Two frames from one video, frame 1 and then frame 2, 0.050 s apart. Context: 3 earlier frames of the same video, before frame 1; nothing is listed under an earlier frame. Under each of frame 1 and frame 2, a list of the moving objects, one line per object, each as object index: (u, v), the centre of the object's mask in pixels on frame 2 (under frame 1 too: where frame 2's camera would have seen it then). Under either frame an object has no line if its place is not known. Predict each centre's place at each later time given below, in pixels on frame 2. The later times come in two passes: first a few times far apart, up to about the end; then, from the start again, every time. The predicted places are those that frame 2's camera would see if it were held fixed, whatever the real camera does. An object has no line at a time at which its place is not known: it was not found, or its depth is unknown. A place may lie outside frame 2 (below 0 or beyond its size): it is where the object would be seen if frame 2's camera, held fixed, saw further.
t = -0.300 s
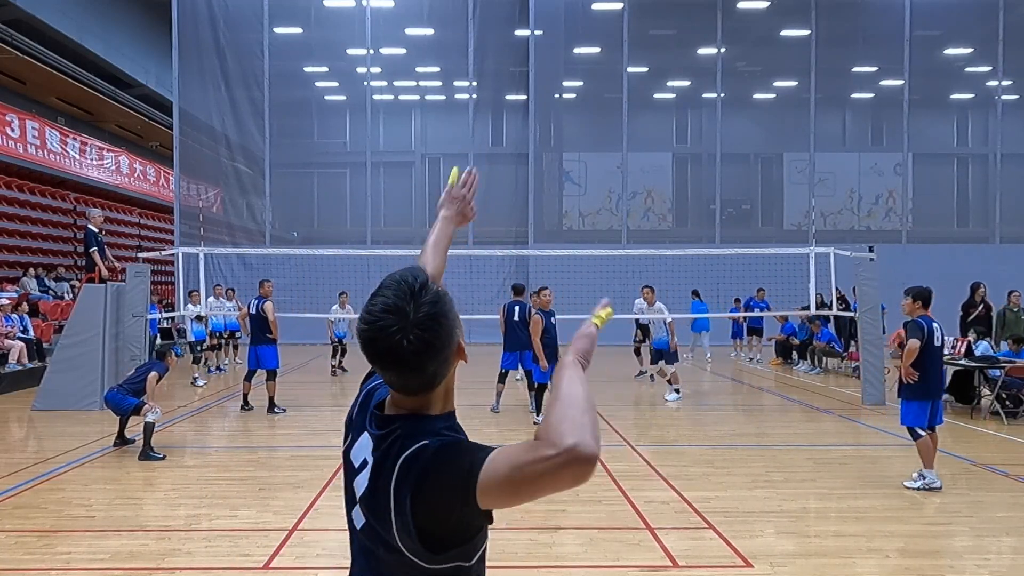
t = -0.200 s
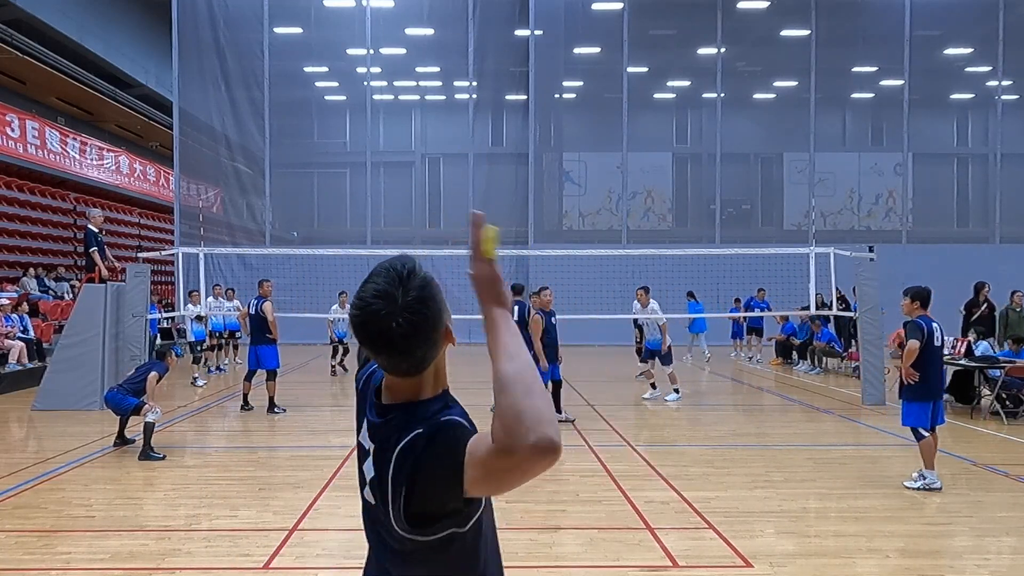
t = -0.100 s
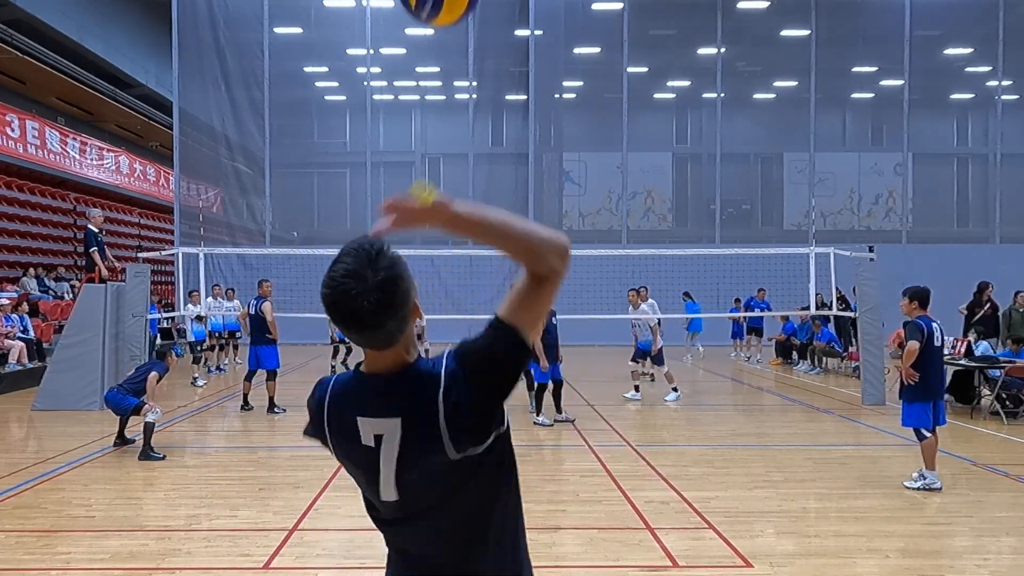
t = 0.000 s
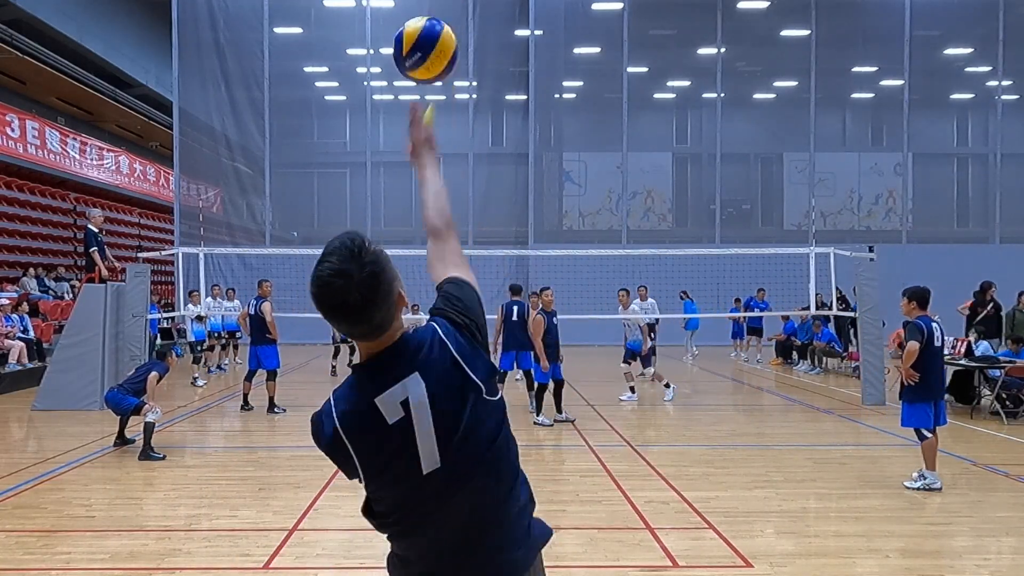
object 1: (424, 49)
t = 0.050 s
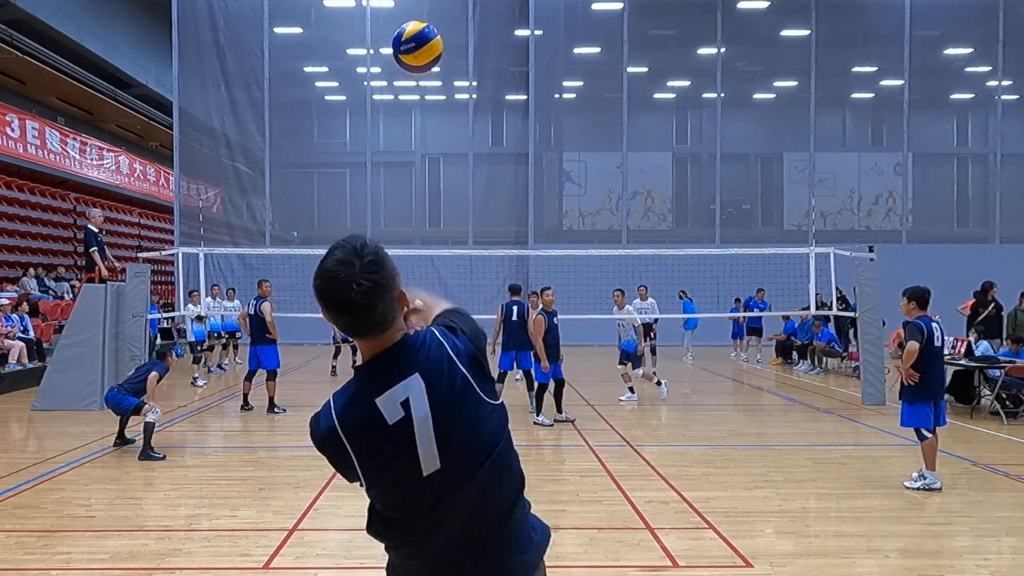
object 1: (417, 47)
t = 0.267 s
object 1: (398, 75)
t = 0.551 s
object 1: (396, 141)
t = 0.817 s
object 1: (395, 210)
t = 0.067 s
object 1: (415, 47)
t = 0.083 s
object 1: (413, 48)
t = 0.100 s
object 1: (412, 50)
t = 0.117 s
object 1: (410, 52)
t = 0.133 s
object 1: (408, 54)
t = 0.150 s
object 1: (406, 56)
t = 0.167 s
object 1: (405, 58)
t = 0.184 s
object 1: (404, 61)
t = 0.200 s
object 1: (402, 64)
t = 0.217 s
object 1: (401, 67)
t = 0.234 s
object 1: (400, 69)
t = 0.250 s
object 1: (399, 72)
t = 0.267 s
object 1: (398, 75)
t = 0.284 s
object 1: (398, 79)
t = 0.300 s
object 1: (397, 82)
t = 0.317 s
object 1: (397, 86)
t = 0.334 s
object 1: (397, 90)
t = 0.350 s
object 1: (397, 93)
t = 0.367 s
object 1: (396, 97)
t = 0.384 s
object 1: (396, 101)
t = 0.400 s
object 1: (396, 105)
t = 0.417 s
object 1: (396, 109)
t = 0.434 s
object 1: (396, 113)
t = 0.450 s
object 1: (396, 117)
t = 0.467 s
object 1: (396, 121)
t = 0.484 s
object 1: (396, 125)
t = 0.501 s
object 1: (396, 129)
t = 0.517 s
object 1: (396, 133)
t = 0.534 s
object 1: (396, 137)
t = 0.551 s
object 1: (396, 141)
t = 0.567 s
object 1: (396, 145)
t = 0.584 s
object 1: (397, 149)
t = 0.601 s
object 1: (397, 154)
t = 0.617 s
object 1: (397, 158)
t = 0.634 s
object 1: (396, 162)
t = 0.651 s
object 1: (397, 166)
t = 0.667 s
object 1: (396, 170)
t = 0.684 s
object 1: (396, 175)
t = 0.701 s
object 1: (396, 179)
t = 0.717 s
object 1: (396, 183)
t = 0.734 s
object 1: (396, 188)
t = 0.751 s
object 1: (396, 192)
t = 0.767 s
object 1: (395, 196)
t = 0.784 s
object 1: (395, 201)
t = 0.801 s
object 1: (395, 205)
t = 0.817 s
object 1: (395, 210)
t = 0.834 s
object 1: (394, 215)
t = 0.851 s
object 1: (394, 219)
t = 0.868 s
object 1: (393, 223)
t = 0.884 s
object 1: (393, 228)
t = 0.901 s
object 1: (393, 233)
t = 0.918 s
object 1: (392, 237)
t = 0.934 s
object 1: (392, 242)
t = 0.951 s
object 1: (390, 246)
